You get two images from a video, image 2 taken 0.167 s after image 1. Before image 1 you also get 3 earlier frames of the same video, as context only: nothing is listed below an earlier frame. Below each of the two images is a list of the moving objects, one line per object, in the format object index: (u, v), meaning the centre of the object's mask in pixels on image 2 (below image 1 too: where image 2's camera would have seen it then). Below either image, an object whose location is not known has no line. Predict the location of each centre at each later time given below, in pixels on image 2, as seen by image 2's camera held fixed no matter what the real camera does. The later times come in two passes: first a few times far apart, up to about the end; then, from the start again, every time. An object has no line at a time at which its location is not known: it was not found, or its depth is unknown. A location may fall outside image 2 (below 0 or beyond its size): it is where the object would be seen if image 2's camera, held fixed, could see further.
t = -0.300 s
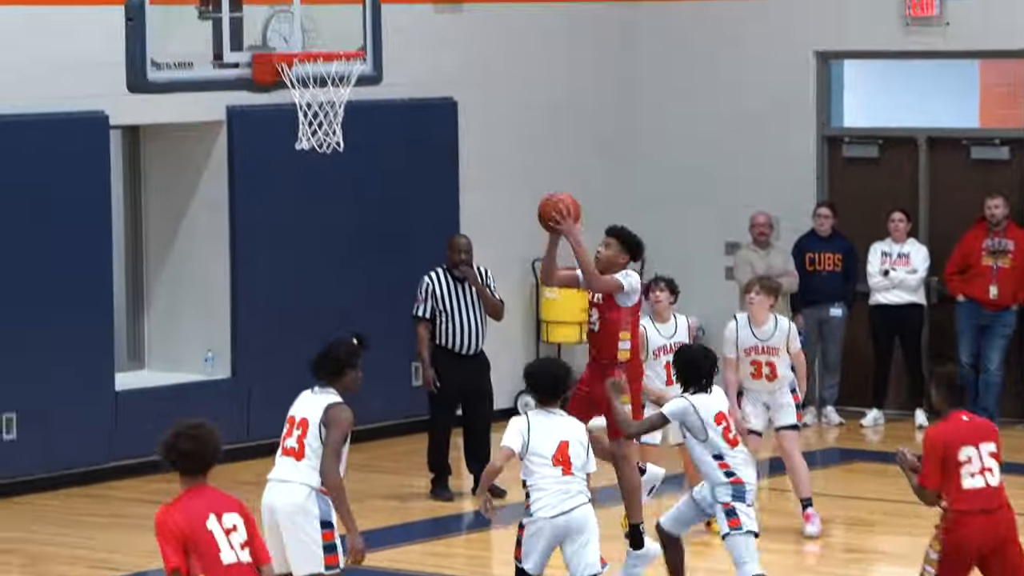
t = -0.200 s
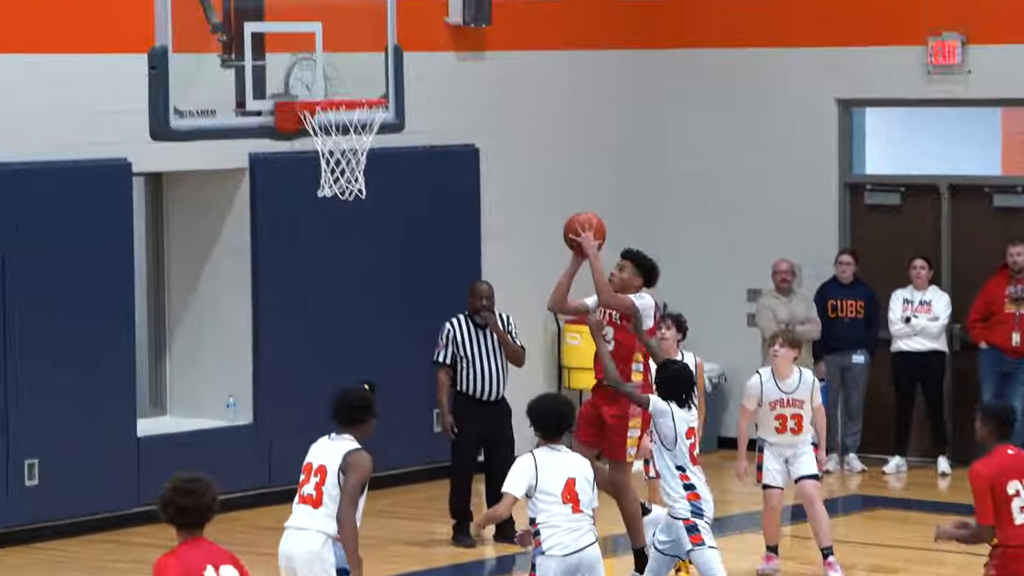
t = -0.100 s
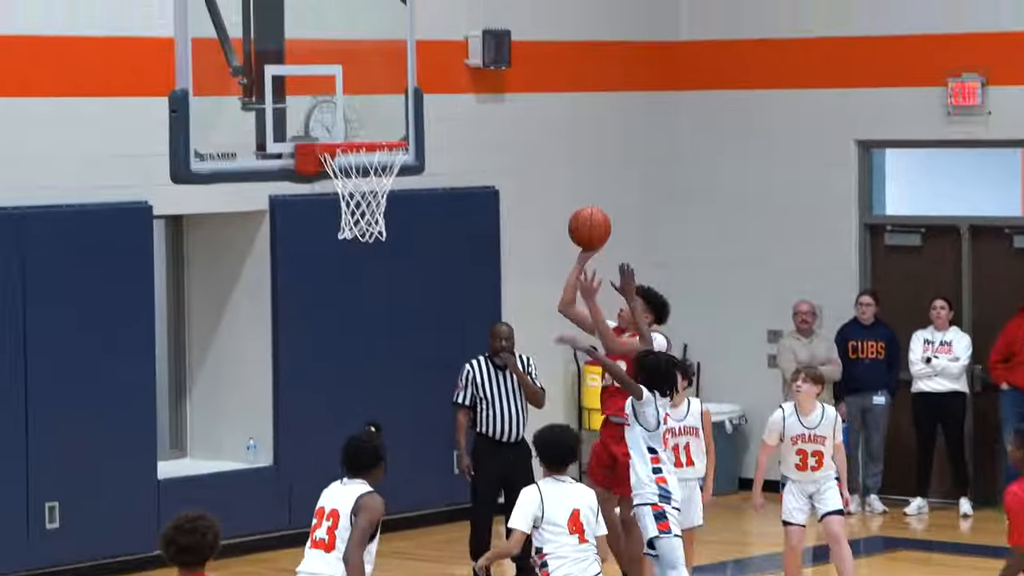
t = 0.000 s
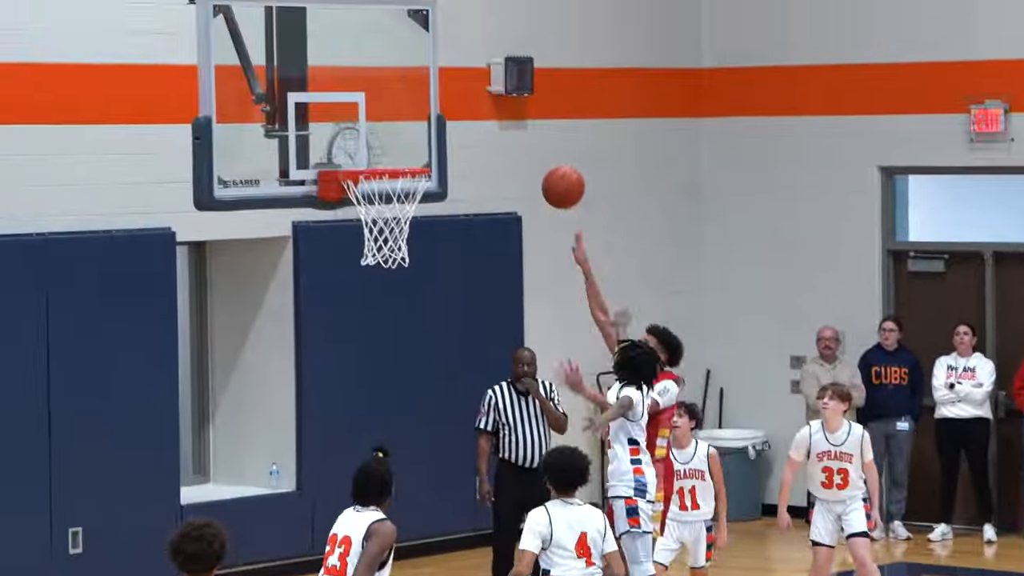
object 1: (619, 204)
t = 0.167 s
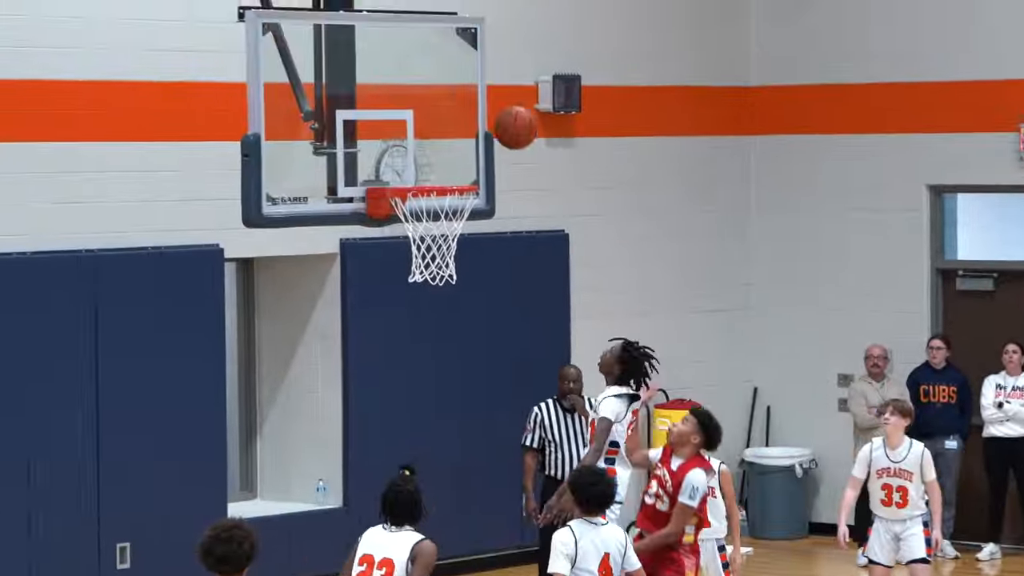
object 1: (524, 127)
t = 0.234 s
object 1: (485, 111)
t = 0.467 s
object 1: (444, 128)
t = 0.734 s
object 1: (447, 163)
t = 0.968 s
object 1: (415, 145)
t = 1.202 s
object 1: (420, 150)
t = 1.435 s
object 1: (452, 194)
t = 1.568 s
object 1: (469, 248)
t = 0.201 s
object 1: (505, 117)
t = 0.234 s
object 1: (485, 111)
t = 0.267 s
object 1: (466, 105)
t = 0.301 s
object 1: (447, 99)
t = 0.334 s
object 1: (445, 102)
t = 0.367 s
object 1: (447, 103)
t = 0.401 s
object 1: (446, 112)
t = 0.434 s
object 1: (444, 119)
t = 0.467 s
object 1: (444, 128)
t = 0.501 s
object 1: (445, 139)
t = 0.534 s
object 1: (444, 152)
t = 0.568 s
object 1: (444, 167)
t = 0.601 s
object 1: (445, 171)
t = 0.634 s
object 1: (448, 170)
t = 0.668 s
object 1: (451, 170)
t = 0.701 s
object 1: (455, 170)
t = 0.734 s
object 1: (447, 163)
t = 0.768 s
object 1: (444, 154)
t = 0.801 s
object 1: (437, 148)
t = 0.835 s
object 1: (432, 143)
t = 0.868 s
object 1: (428, 141)
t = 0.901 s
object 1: (427, 141)
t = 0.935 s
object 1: (419, 141)
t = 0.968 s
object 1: (415, 145)
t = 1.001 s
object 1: (413, 152)
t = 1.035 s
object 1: (410, 160)
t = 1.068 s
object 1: (406, 167)
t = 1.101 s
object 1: (409, 161)
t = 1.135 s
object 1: (414, 156)
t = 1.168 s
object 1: (416, 152)
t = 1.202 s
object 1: (420, 150)
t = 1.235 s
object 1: (425, 150)
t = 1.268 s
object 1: (429, 153)
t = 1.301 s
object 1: (435, 156)
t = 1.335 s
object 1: (440, 162)
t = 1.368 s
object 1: (443, 168)
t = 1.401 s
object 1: (446, 179)
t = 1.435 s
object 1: (452, 194)
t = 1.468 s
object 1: (463, 211)
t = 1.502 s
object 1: (464, 221)
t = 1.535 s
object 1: (470, 238)
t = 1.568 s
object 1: (469, 248)
